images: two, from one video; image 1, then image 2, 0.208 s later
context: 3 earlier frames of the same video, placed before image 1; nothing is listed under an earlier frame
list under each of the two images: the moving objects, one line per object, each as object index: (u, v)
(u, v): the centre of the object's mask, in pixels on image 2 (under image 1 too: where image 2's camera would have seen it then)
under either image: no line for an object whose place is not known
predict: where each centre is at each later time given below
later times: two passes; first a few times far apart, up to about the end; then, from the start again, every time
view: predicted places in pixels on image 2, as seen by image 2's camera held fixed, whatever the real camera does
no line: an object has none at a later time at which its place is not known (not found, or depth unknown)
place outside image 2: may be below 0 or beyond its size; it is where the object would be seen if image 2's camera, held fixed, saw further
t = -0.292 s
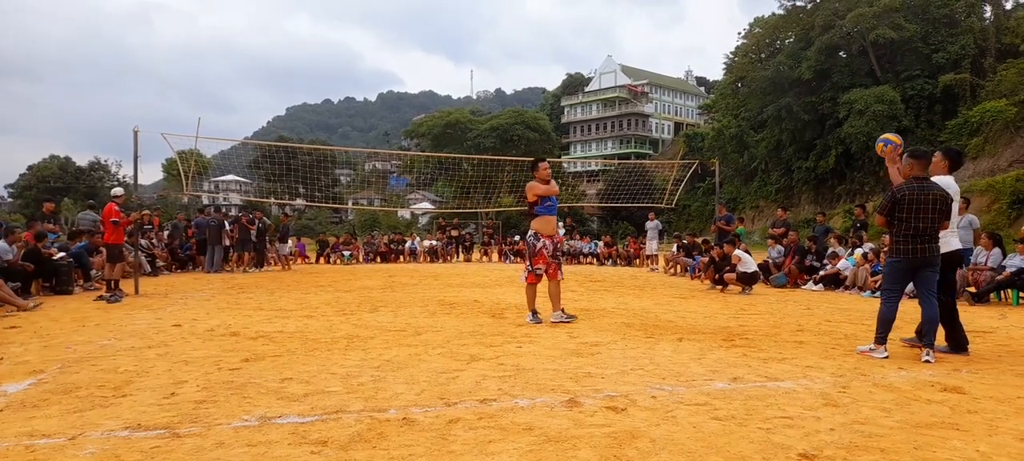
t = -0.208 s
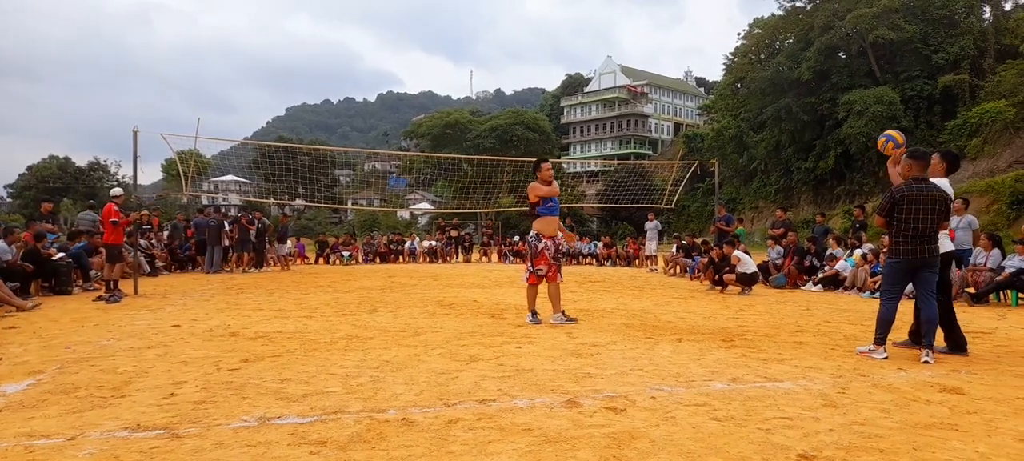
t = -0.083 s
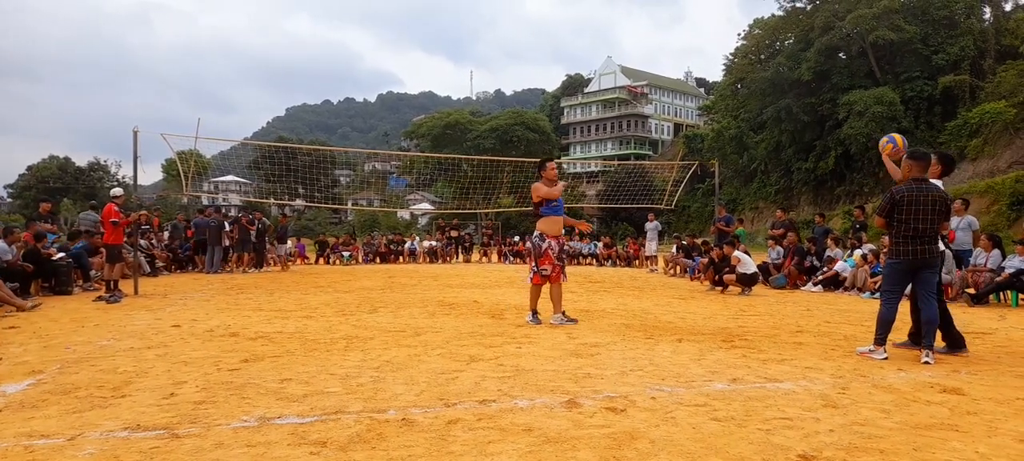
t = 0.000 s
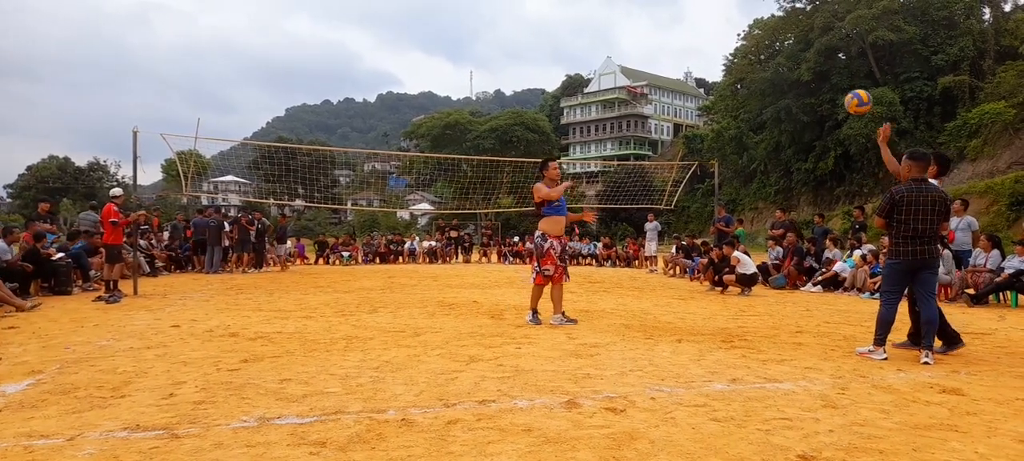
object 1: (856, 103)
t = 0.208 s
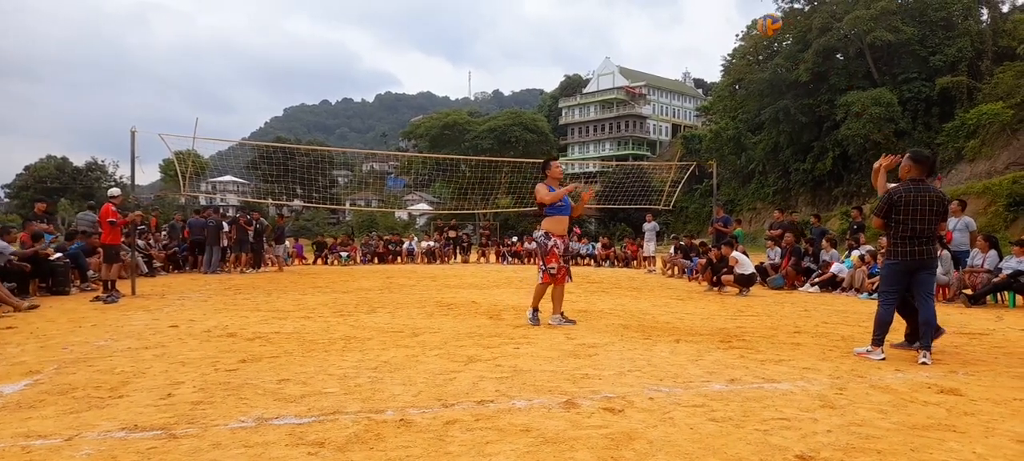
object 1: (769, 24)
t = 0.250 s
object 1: (753, 15)
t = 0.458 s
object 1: (676, 4)
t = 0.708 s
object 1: (597, 34)
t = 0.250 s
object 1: (753, 15)
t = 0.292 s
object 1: (737, 9)
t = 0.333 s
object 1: (721, 7)
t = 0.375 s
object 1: (706, 5)
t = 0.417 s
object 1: (691, 4)
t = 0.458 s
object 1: (676, 4)
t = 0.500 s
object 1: (662, 5)
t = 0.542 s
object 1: (649, 7)
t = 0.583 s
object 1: (635, 9)
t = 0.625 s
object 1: (622, 16)
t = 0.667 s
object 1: (609, 24)
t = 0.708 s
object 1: (597, 34)
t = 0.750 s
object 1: (585, 46)
